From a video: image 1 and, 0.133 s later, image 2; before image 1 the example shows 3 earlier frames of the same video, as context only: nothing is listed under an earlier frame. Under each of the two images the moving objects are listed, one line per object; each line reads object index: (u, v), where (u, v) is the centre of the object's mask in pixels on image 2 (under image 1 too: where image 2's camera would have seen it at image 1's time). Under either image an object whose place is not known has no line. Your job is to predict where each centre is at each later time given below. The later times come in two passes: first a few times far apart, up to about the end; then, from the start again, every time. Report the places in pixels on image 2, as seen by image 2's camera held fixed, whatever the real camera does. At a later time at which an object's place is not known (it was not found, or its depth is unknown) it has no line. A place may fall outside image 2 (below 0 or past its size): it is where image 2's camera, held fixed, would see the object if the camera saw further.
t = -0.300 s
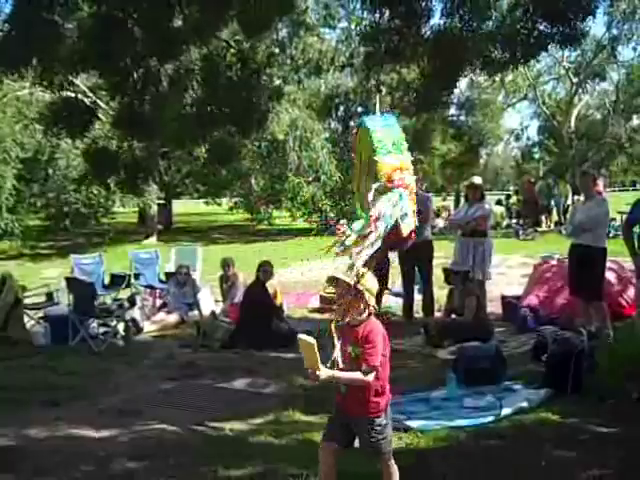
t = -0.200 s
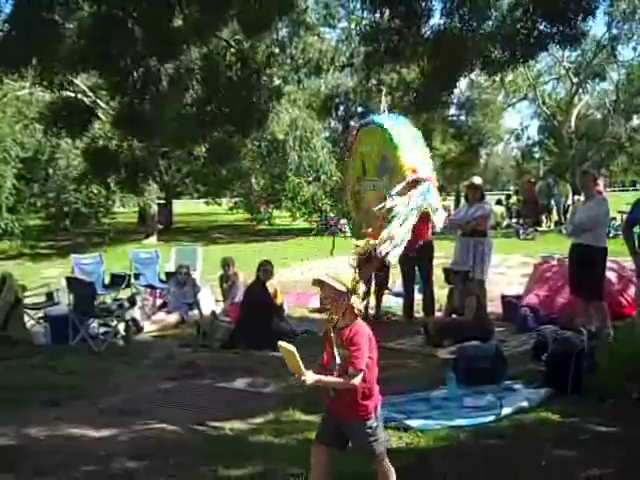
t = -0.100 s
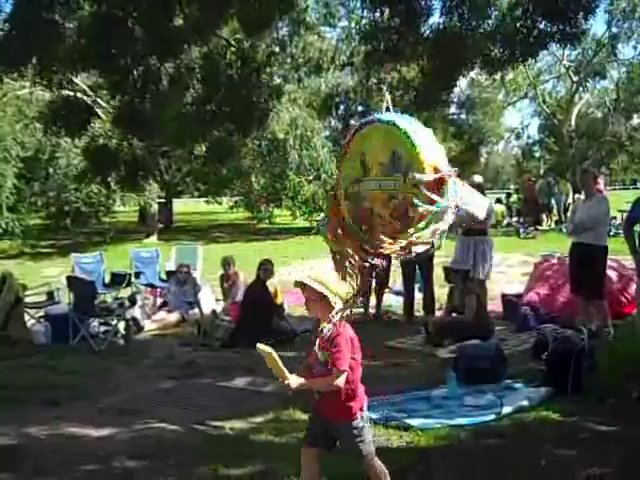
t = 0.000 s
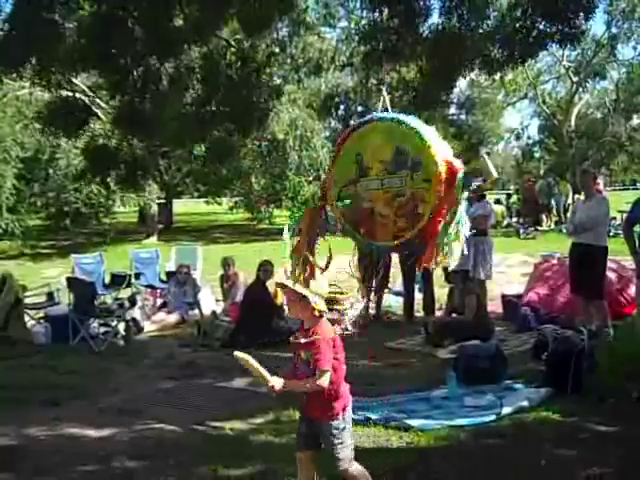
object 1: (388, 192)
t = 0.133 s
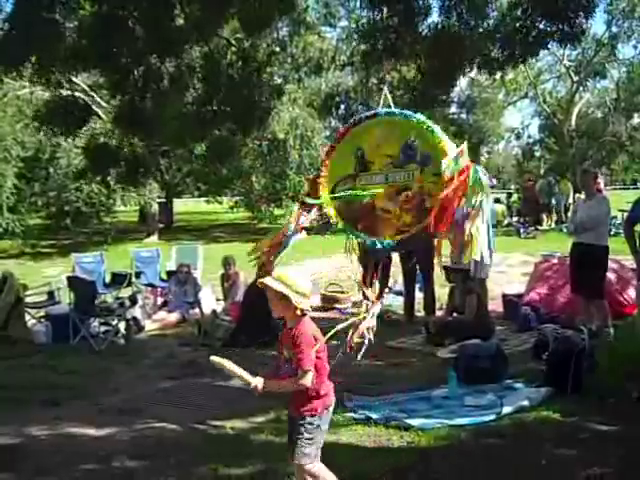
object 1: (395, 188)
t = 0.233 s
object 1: (397, 181)
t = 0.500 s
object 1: (373, 173)
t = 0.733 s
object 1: (364, 178)
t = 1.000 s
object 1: (386, 186)
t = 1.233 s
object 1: (390, 188)
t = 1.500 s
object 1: (393, 188)
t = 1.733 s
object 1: (385, 183)
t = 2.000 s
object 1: (359, 187)
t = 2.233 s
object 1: (349, 189)
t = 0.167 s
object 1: (391, 186)
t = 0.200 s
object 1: (390, 186)
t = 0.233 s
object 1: (397, 181)
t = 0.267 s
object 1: (386, 183)
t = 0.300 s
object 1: (393, 176)
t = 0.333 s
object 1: (389, 173)
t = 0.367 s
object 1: (390, 174)
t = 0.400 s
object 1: (387, 174)
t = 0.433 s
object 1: (379, 173)
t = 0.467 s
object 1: (377, 174)
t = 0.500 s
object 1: (373, 173)
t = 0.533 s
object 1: (371, 174)
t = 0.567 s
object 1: (367, 174)
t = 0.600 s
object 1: (365, 174)
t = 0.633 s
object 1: (364, 175)
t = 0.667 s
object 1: (361, 177)
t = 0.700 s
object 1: (361, 178)
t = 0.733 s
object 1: (364, 178)
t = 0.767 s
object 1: (369, 180)
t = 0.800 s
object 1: (370, 181)
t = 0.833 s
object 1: (370, 183)
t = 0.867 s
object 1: (370, 183)
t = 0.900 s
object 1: (373, 183)
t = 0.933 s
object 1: (380, 185)
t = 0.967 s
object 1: (383, 186)
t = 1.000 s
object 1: (386, 186)
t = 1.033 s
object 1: (388, 186)
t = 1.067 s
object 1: (389, 188)
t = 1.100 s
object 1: (390, 188)
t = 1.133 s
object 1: (391, 189)
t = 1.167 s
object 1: (389, 191)
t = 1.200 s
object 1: (392, 189)
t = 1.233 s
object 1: (390, 188)
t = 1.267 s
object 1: (391, 189)
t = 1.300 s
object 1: (390, 189)
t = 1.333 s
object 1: (399, 182)
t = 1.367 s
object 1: (389, 189)
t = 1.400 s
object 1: (390, 187)
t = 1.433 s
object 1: (392, 186)
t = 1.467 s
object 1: (394, 186)
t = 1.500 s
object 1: (393, 188)
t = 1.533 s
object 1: (393, 185)
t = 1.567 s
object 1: (393, 185)
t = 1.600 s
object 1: (392, 184)
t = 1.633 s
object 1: (393, 183)
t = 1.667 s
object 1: (391, 184)
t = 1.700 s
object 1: (386, 185)
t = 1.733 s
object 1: (385, 183)
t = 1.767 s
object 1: (381, 183)
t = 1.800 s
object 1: (380, 183)
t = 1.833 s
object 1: (375, 183)
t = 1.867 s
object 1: (372, 184)
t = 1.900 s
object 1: (369, 185)
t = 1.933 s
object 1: (365, 185)
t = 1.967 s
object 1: (363, 185)
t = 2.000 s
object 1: (359, 187)
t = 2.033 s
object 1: (358, 188)
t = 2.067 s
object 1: (358, 189)
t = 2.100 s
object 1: (355, 188)
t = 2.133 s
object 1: (355, 188)
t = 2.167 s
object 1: (353, 190)
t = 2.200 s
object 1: (351, 188)
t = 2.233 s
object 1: (349, 189)
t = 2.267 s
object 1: (348, 189)
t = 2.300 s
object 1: (346, 191)
